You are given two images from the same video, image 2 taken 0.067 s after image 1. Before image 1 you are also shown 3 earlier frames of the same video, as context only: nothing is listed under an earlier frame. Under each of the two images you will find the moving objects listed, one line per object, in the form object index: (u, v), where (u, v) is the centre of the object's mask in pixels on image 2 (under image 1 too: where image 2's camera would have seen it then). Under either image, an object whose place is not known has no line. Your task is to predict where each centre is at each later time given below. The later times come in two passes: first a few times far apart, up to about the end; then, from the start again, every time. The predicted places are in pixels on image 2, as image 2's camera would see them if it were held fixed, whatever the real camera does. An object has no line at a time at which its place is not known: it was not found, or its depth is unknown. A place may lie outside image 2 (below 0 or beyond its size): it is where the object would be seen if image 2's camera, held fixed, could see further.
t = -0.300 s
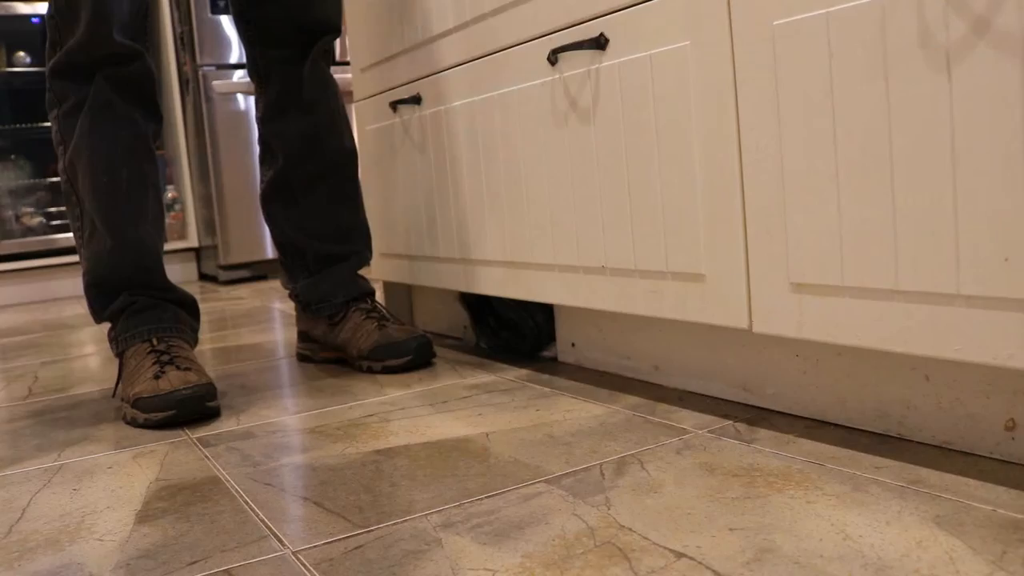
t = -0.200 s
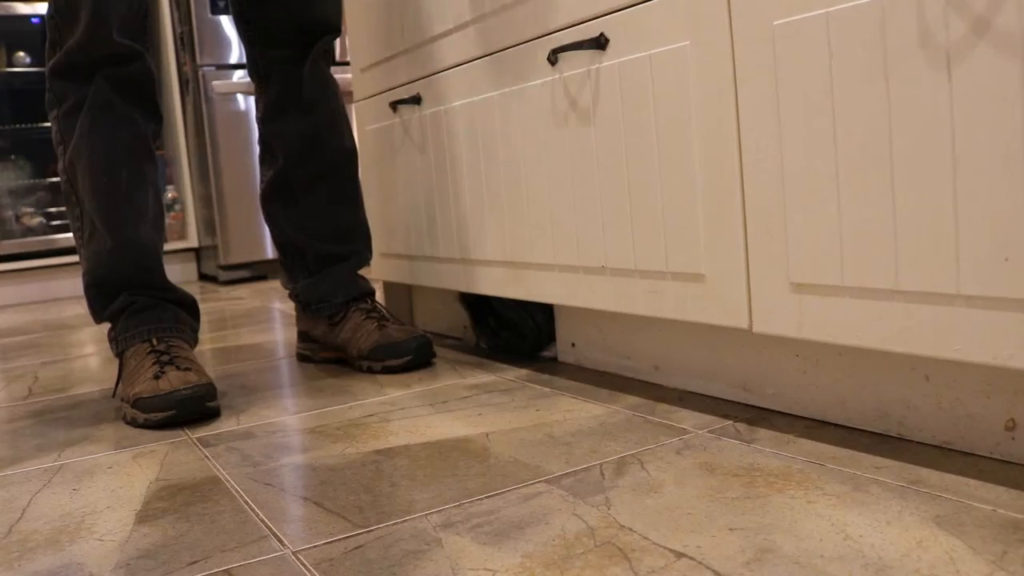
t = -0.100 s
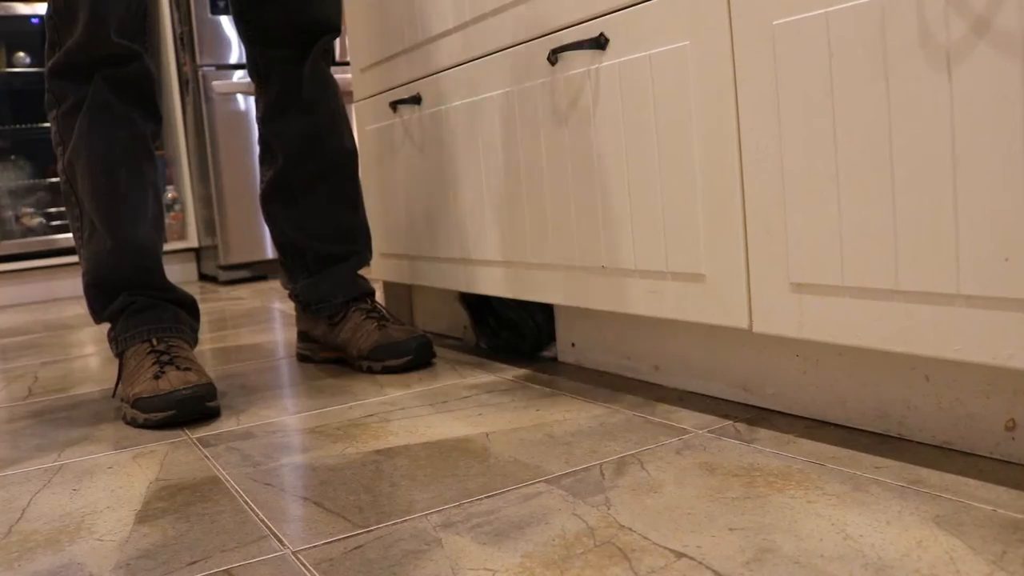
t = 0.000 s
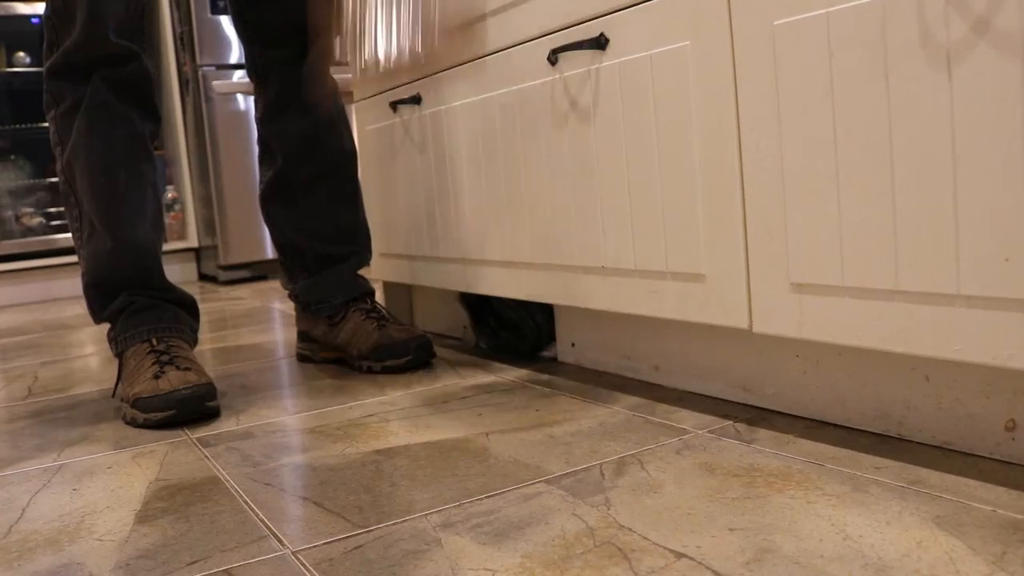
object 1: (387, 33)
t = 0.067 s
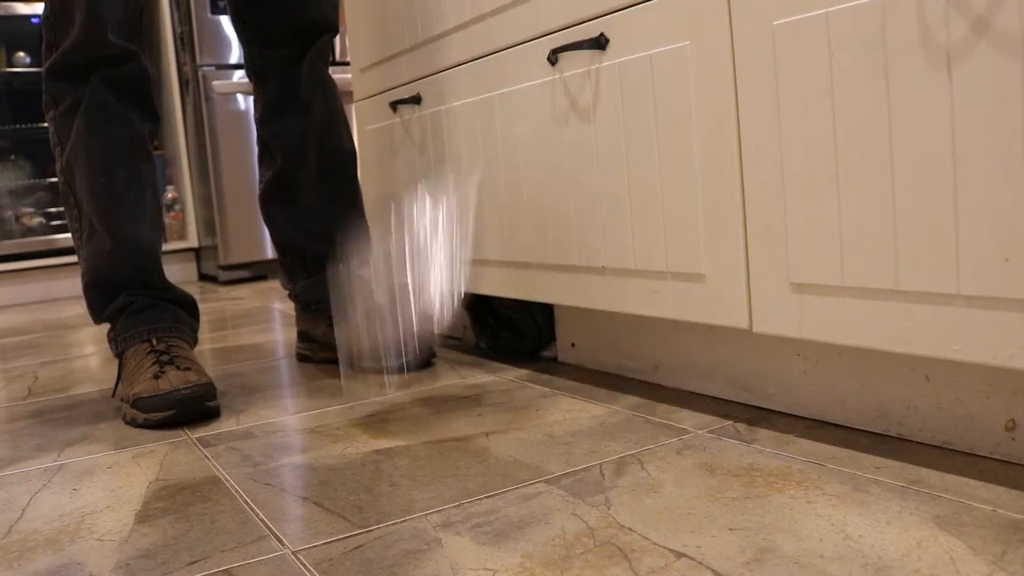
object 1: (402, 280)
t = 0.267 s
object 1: (405, 413)
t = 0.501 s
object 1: (405, 414)
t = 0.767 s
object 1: (405, 414)
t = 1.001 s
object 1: (405, 414)
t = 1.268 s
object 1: (405, 414)
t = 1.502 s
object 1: (405, 414)
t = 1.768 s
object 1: (405, 414)
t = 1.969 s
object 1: (406, 414)
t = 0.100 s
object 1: (412, 378)
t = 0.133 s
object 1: (406, 413)
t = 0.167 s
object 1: (405, 413)
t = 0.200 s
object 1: (405, 413)
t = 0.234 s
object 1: (405, 413)
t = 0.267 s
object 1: (405, 413)
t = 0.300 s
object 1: (406, 413)
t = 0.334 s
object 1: (405, 414)
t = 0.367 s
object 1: (405, 414)
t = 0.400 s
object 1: (405, 414)
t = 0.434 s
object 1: (405, 414)
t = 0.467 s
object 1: (405, 414)
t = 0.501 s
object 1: (405, 414)
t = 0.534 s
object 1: (406, 414)
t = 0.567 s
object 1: (405, 414)
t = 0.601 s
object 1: (405, 414)
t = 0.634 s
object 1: (405, 413)
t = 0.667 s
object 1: (405, 413)
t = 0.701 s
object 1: (405, 414)
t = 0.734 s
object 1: (405, 414)
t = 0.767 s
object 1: (405, 414)
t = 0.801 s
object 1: (405, 414)
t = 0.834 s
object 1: (405, 414)
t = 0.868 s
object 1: (405, 414)
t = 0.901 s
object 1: (405, 414)
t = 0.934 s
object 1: (405, 414)
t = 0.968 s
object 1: (405, 414)
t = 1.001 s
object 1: (405, 414)
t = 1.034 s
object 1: (405, 414)
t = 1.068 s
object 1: (405, 414)
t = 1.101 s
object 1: (405, 414)
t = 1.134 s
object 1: (405, 414)
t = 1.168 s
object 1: (405, 414)
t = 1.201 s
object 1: (405, 414)
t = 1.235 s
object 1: (405, 414)
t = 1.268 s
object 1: (405, 414)
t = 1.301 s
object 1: (405, 414)
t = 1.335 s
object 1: (405, 414)
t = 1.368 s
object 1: (405, 414)
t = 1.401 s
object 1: (405, 414)
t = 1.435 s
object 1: (405, 414)
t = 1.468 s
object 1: (405, 414)
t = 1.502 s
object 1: (405, 414)
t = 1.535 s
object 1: (405, 414)
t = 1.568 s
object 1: (405, 414)
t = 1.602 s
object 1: (406, 414)
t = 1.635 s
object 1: (405, 414)
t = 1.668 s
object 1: (405, 414)
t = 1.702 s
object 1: (405, 414)
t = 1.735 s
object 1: (405, 414)
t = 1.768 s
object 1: (405, 414)
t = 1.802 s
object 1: (405, 414)
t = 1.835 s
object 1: (405, 414)
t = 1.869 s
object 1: (406, 414)
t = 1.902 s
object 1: (405, 414)
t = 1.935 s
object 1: (406, 414)
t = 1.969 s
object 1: (406, 414)
